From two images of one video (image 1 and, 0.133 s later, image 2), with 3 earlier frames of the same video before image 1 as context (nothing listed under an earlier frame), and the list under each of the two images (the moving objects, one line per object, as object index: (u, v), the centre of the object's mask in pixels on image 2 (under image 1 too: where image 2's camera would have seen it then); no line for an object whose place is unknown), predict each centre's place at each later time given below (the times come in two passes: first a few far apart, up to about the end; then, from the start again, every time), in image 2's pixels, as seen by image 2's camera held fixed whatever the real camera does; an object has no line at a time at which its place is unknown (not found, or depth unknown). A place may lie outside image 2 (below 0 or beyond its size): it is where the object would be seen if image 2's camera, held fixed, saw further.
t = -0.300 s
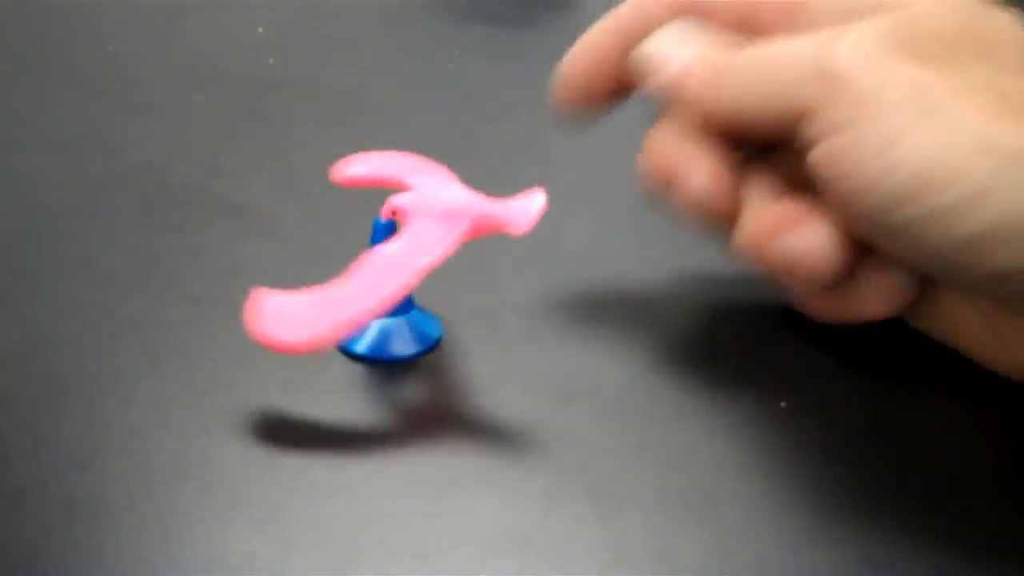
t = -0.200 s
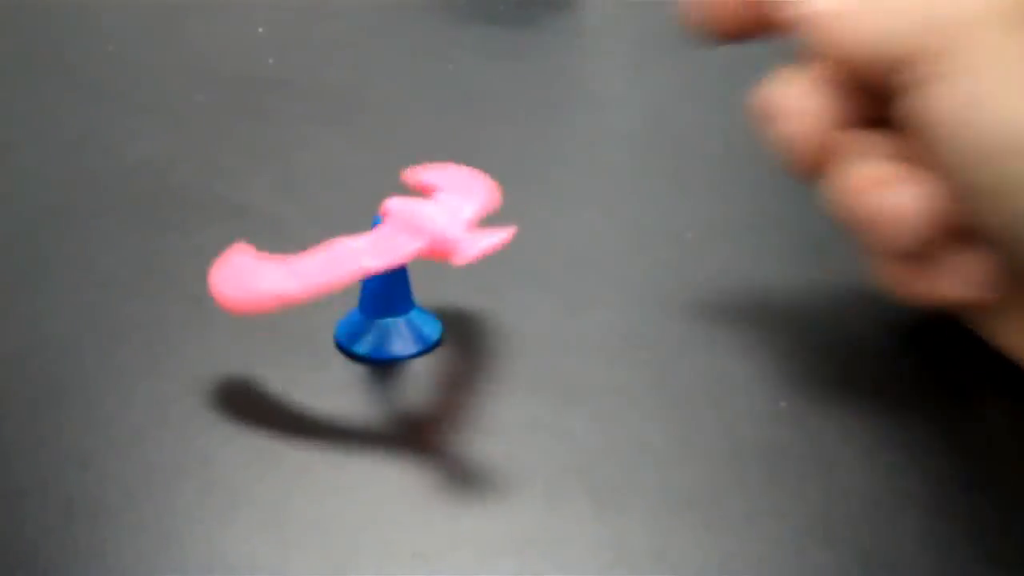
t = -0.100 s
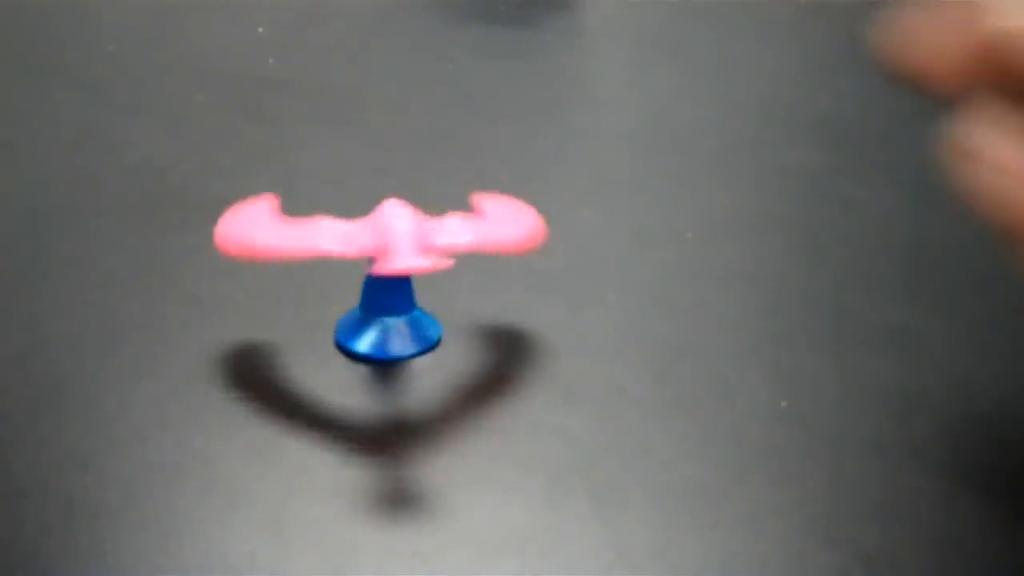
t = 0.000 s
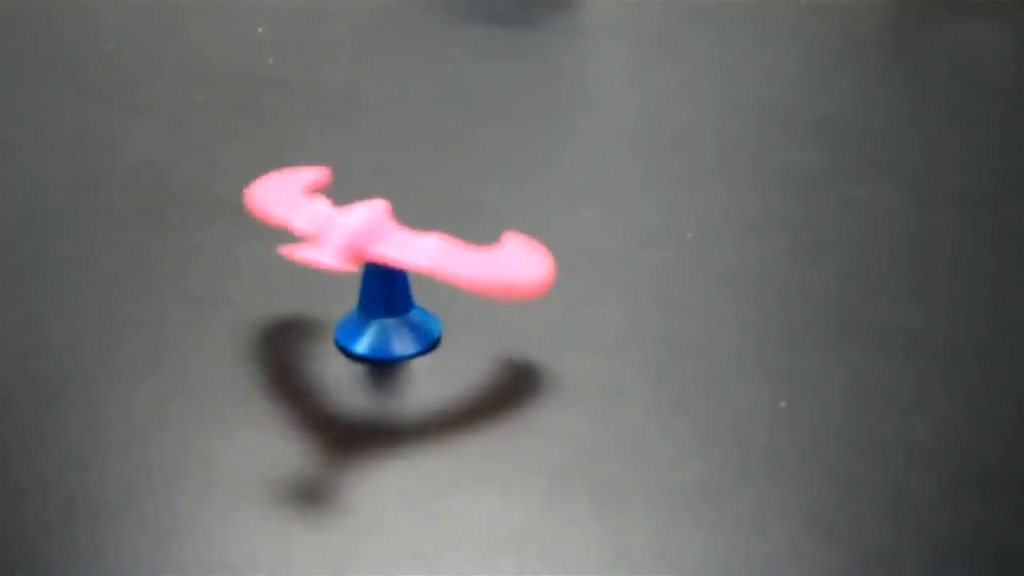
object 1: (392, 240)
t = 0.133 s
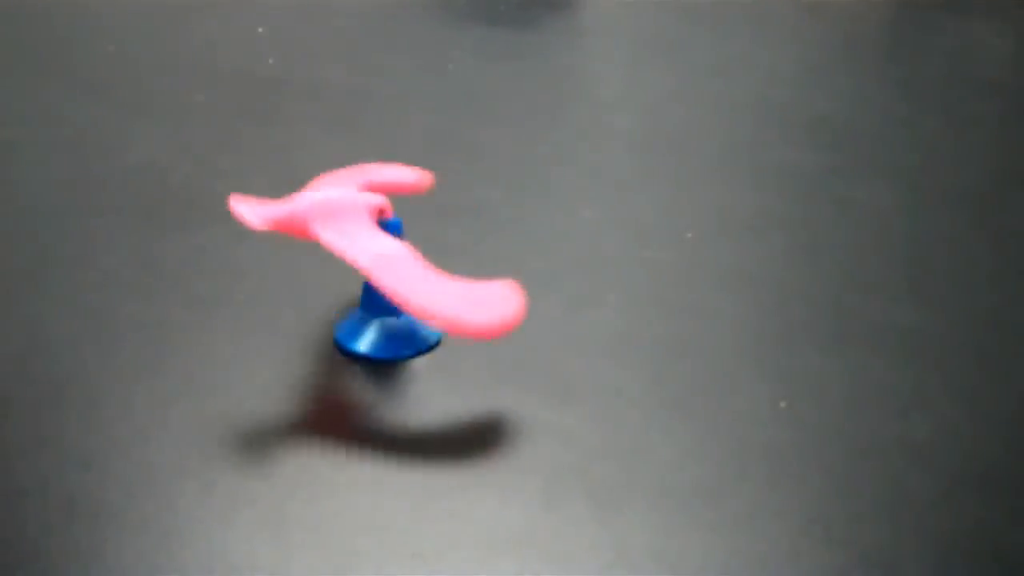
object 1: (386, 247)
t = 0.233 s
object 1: (366, 243)
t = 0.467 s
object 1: (385, 214)
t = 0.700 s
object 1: (413, 239)
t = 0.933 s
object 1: (369, 239)
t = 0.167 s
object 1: (381, 246)
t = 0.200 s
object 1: (374, 246)
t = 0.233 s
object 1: (366, 243)
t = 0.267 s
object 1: (359, 240)
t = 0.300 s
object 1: (349, 239)
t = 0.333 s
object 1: (340, 231)
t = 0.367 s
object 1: (355, 212)
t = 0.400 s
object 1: (360, 208)
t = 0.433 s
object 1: (375, 209)
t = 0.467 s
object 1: (385, 214)
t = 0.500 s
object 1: (389, 215)
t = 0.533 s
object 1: (394, 214)
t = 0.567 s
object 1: (393, 213)
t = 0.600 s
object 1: (411, 208)
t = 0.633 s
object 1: (427, 232)
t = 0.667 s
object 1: (419, 235)
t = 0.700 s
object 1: (413, 239)
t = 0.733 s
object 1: (405, 241)
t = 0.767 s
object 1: (396, 243)
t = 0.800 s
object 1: (385, 244)
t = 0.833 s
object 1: (375, 245)
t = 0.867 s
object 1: (368, 244)
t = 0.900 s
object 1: (366, 242)
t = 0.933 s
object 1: (369, 239)
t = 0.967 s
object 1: (374, 236)
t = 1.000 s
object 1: (380, 233)
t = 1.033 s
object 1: (386, 231)
